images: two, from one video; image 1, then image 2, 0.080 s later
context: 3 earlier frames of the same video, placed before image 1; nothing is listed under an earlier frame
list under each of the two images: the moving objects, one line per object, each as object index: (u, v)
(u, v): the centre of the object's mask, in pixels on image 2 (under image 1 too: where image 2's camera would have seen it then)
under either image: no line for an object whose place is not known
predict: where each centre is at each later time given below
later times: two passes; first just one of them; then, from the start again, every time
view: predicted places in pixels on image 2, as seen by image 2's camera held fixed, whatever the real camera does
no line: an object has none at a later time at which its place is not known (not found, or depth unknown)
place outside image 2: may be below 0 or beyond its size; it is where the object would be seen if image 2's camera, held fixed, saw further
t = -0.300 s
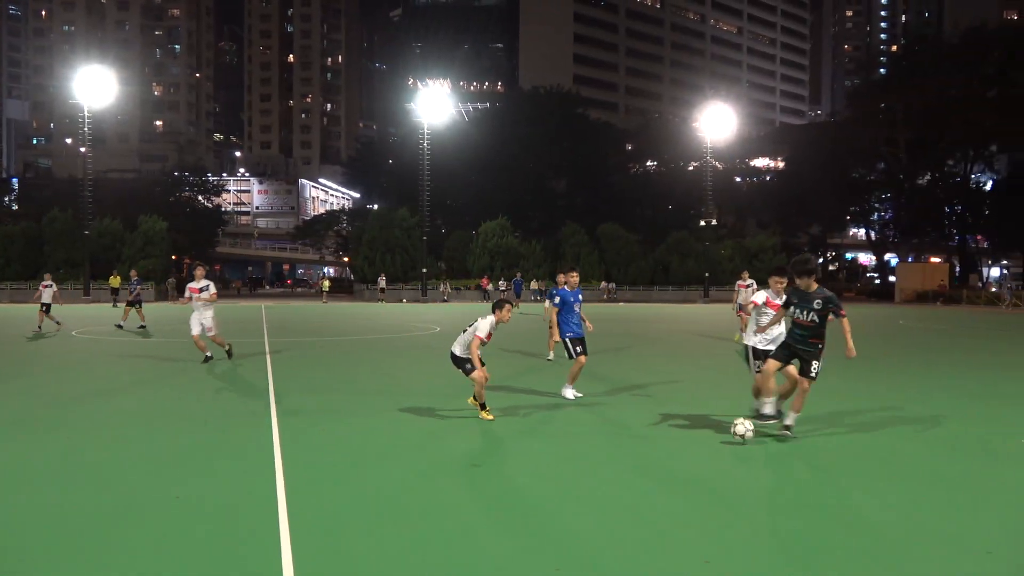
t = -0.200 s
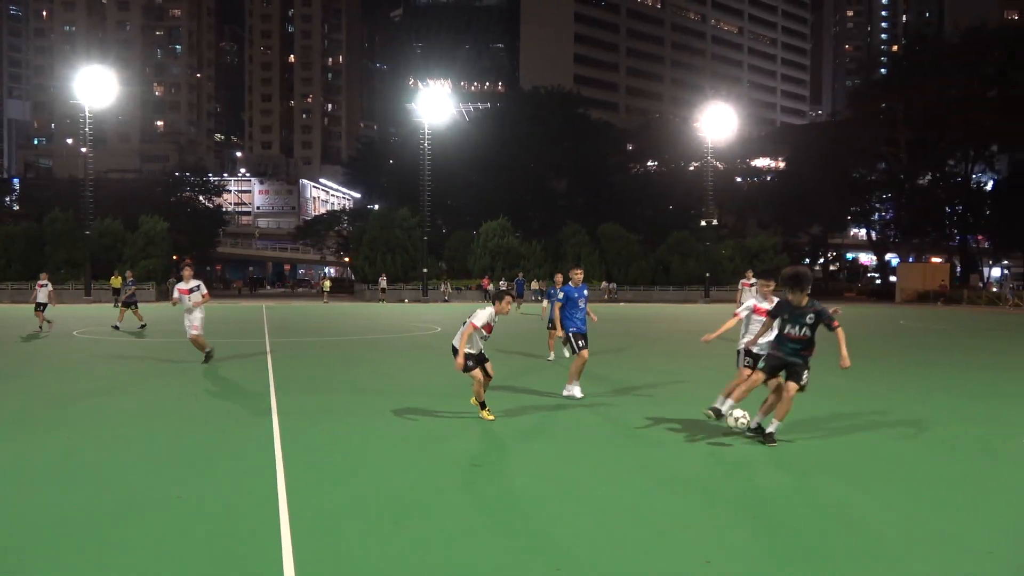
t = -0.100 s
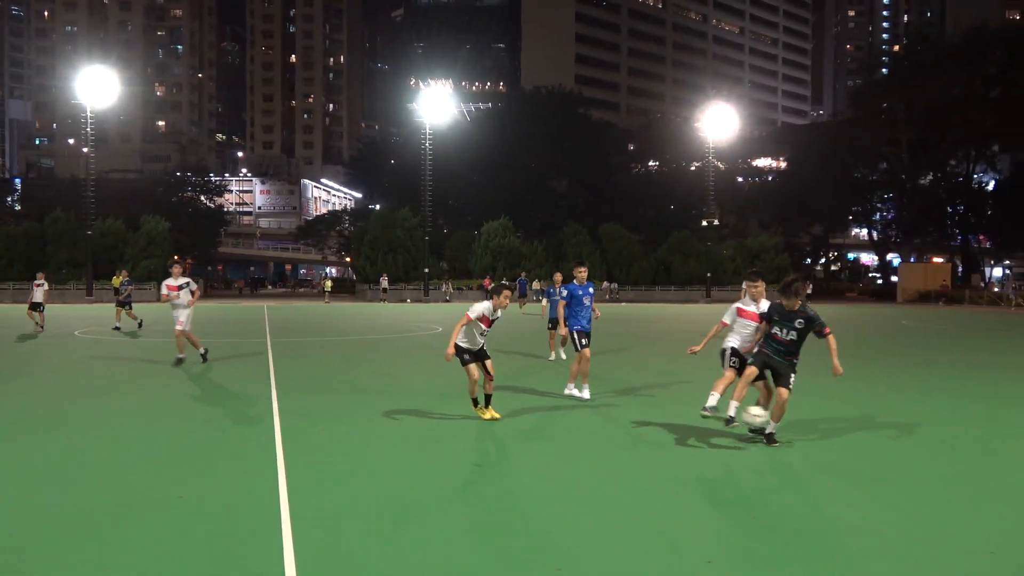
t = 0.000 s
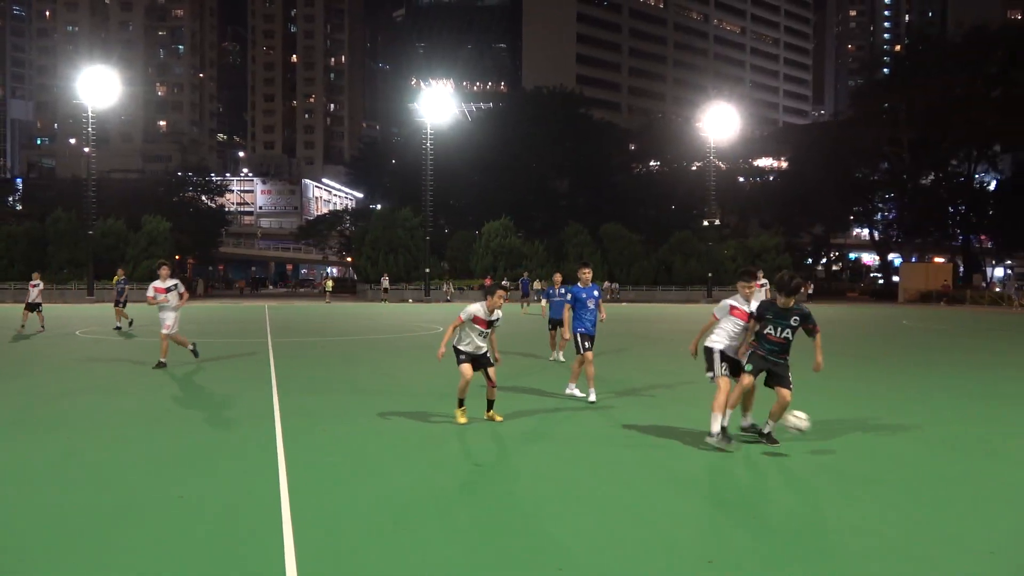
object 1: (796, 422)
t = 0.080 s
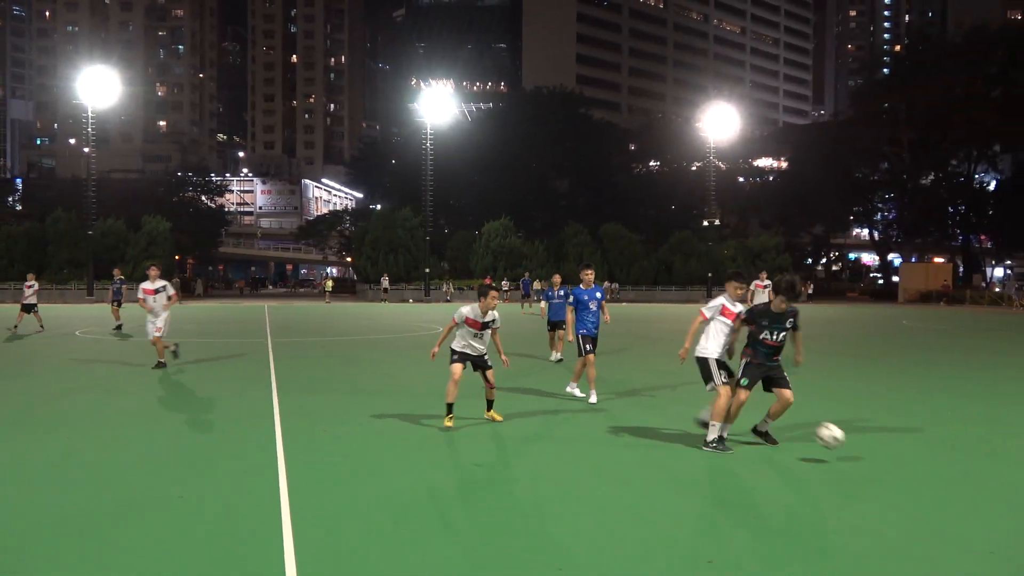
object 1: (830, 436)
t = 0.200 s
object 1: (874, 449)
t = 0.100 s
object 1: (838, 440)
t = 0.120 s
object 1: (847, 445)
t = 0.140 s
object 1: (855, 451)
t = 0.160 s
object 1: (863, 454)
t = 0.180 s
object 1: (868, 452)
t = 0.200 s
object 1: (874, 449)
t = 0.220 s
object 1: (879, 447)
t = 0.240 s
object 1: (885, 445)
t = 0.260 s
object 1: (890, 445)
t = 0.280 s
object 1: (896, 445)
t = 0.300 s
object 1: (901, 445)
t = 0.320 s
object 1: (907, 445)
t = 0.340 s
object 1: (913, 447)
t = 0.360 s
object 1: (918, 449)
